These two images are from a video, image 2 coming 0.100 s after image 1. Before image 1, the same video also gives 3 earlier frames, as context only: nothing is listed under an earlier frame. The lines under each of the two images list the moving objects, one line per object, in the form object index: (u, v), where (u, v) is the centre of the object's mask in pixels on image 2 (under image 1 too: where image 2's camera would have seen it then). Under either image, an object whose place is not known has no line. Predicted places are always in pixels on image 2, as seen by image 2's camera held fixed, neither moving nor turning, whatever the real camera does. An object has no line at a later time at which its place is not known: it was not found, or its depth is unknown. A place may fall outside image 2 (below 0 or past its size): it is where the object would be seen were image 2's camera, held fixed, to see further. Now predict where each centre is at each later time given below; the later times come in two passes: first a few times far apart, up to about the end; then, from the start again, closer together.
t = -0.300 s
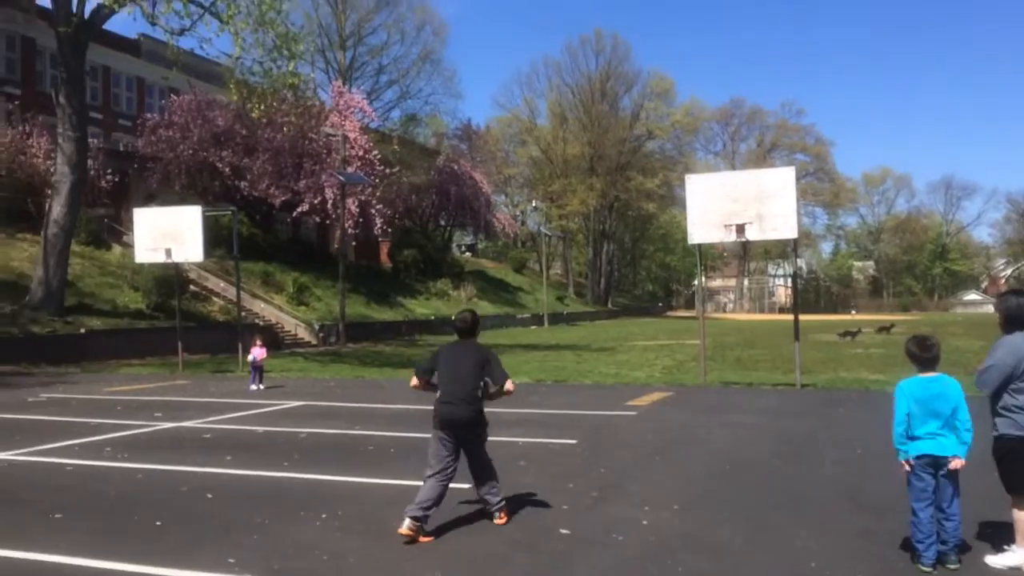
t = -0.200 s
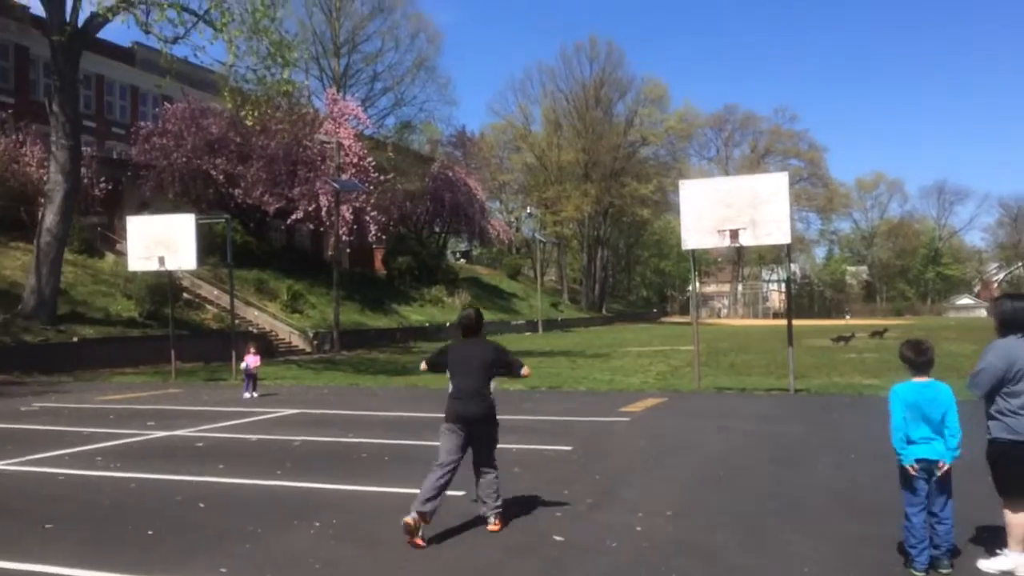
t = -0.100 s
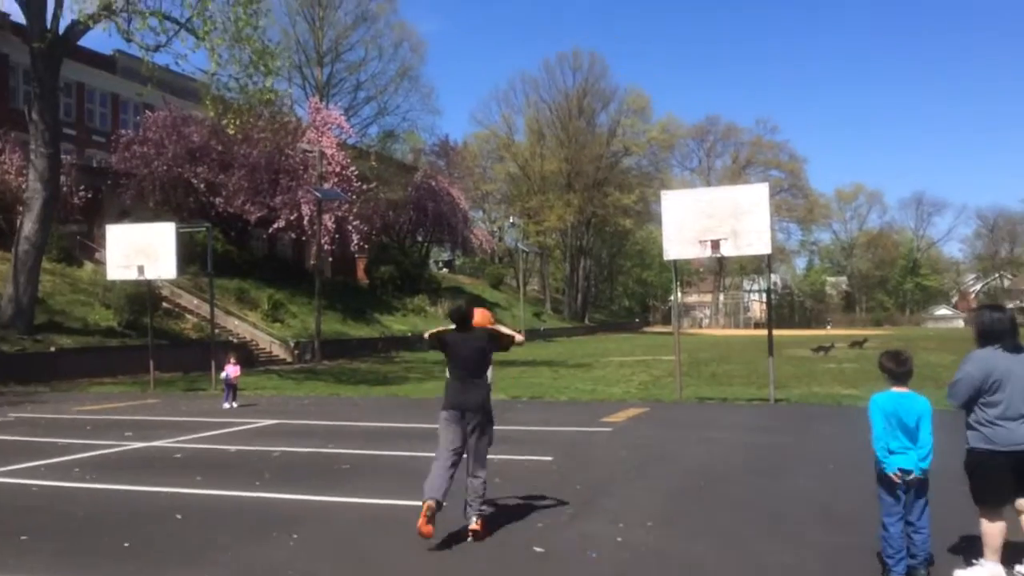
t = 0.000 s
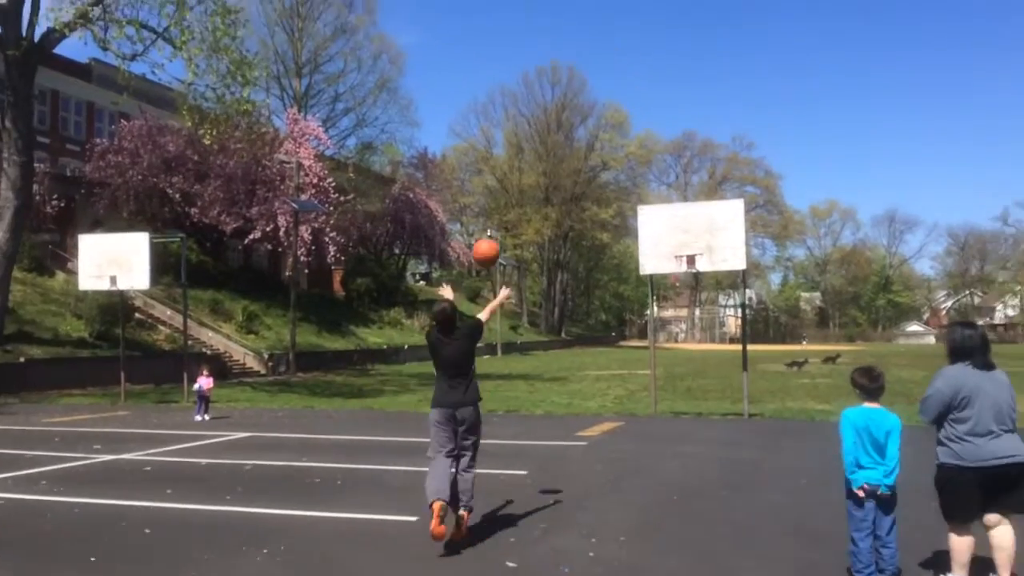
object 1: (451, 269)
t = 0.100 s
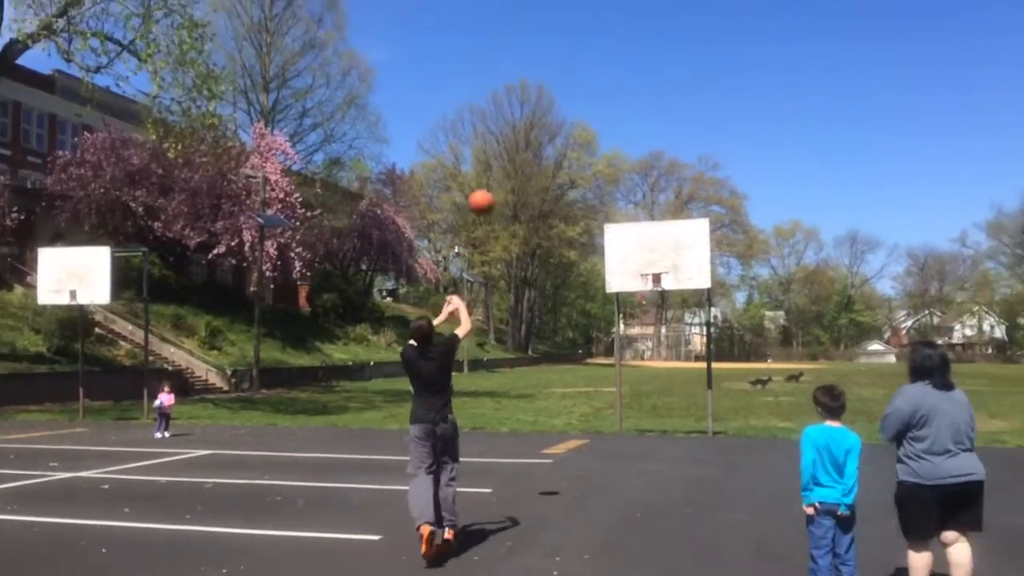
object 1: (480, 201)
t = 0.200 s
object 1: (506, 154)
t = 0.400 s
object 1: (546, 103)
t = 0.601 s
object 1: (576, 91)
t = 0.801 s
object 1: (601, 107)
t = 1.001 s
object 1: (622, 145)
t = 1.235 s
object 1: (643, 211)
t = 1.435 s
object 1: (661, 269)
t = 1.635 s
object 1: (692, 265)
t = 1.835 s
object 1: (727, 286)
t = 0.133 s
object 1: (490, 184)
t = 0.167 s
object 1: (498, 168)
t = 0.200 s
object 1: (506, 154)
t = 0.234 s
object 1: (514, 142)
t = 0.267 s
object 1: (521, 132)
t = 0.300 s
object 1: (528, 122)
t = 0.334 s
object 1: (533, 115)
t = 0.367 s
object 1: (540, 108)
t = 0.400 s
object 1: (546, 103)
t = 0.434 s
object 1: (551, 99)
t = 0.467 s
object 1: (557, 95)
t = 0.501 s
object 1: (562, 93)
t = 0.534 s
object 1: (567, 92)
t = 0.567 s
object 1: (572, 91)
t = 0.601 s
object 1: (576, 91)
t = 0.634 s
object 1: (581, 92)
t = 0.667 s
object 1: (585, 94)
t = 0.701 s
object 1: (589, 96)
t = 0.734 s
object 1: (593, 99)
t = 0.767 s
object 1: (597, 103)
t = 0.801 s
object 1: (601, 107)
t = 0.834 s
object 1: (605, 112)
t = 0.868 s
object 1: (608, 117)
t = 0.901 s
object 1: (611, 123)
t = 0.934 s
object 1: (615, 130)
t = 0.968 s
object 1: (619, 137)
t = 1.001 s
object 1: (622, 145)
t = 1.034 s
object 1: (625, 153)
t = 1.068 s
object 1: (628, 162)
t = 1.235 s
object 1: (643, 211)
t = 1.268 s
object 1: (647, 222)
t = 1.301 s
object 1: (649, 234)
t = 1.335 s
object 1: (652, 247)
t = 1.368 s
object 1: (655, 259)
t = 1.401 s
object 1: (658, 270)
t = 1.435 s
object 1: (661, 269)
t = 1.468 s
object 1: (667, 267)
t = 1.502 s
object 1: (671, 265)
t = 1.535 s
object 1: (676, 264)
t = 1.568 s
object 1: (681, 264)
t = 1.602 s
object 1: (686, 264)
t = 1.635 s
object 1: (692, 265)
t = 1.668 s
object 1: (697, 266)
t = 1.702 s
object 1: (704, 269)
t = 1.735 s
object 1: (709, 273)
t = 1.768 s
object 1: (715, 276)
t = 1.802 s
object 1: (721, 281)
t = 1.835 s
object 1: (727, 286)
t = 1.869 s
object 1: (734, 293)
